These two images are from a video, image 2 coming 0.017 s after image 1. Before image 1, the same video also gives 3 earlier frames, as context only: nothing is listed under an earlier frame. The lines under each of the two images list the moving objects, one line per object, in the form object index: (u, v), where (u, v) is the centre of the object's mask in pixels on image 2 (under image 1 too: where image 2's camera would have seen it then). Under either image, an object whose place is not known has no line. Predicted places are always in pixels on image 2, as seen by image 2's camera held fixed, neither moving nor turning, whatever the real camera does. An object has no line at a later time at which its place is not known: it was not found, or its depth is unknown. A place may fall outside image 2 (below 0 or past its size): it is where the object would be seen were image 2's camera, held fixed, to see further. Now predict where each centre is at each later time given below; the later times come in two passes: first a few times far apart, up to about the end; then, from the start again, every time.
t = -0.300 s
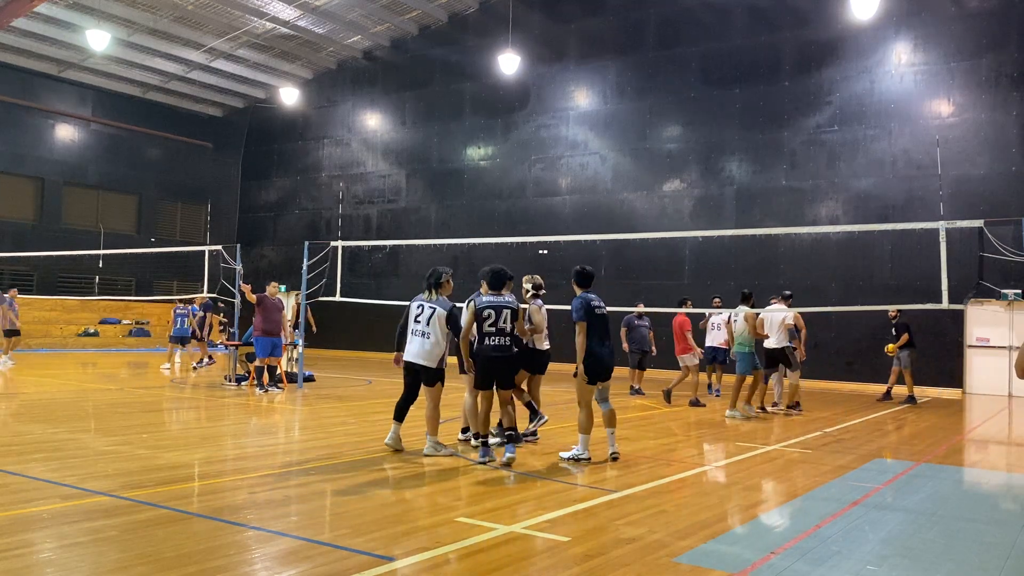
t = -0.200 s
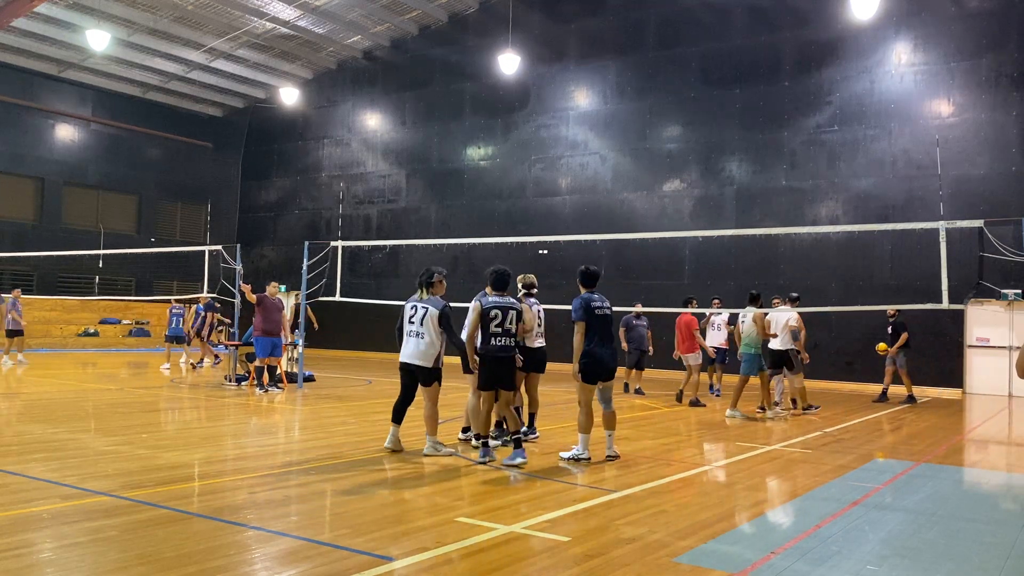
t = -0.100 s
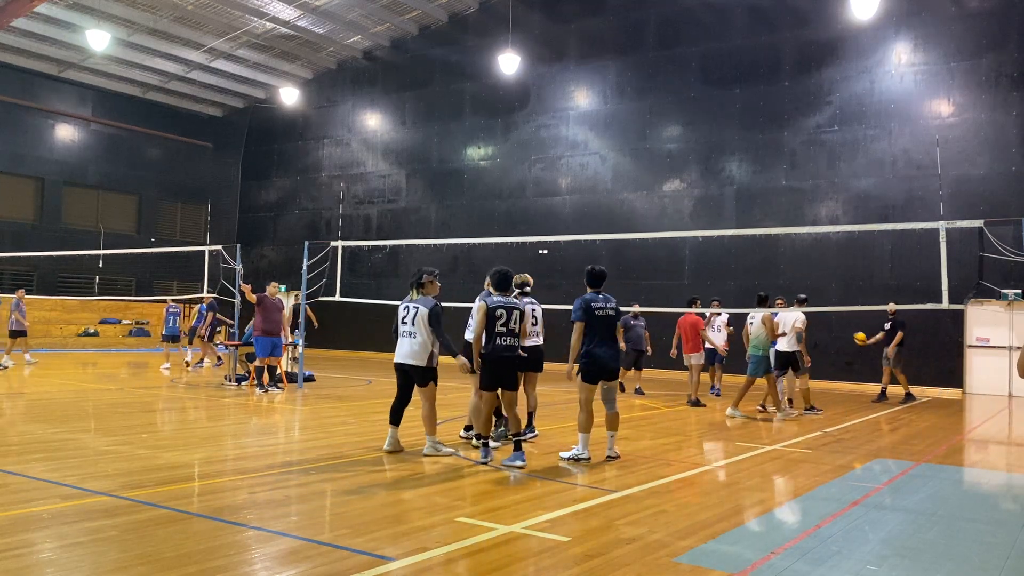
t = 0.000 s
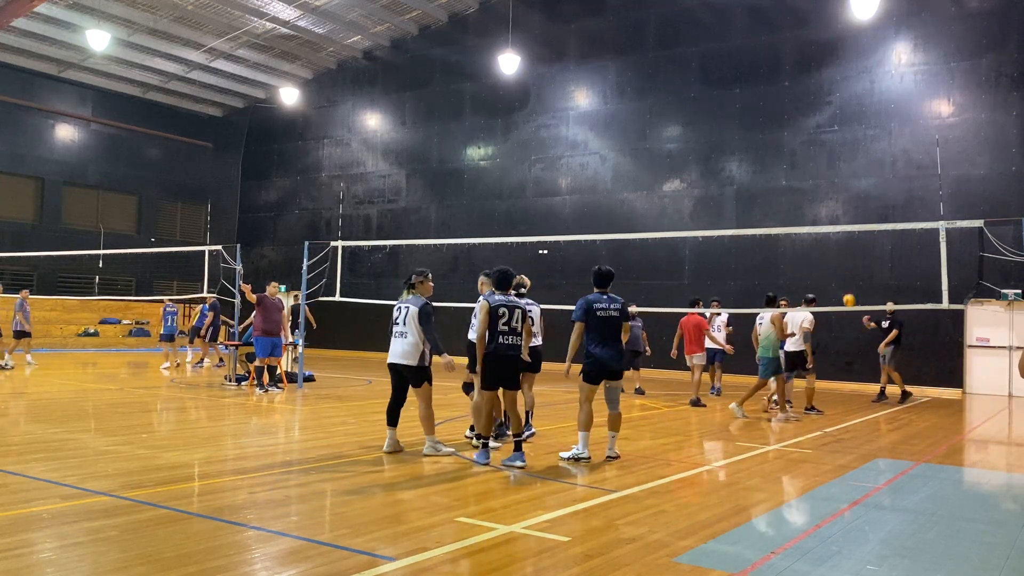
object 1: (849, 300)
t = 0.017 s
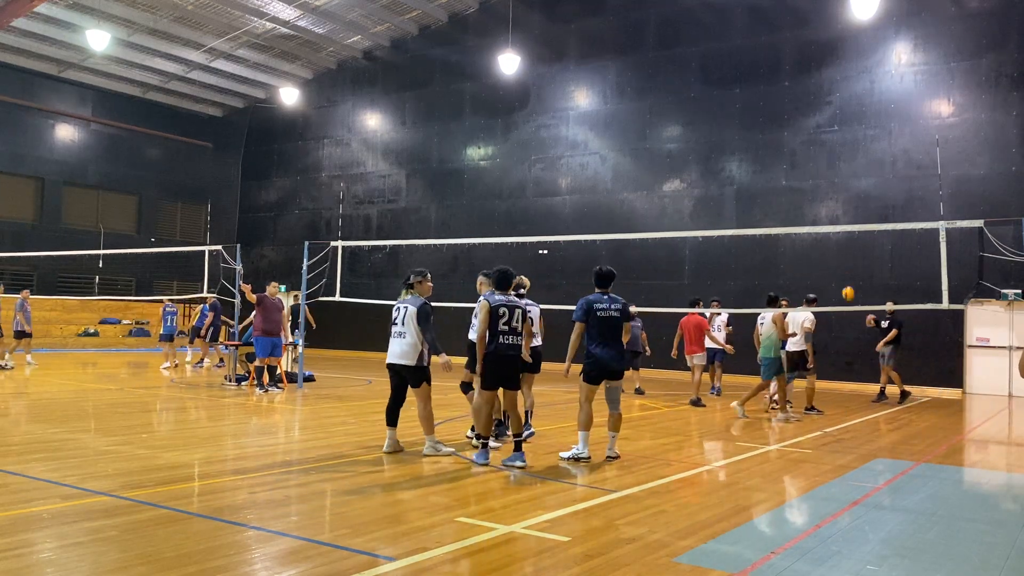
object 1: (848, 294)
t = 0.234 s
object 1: (838, 211)
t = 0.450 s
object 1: (824, 143)
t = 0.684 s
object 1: (804, 95)
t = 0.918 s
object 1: (780, 80)
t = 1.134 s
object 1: (752, 106)
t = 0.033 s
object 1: (847, 287)
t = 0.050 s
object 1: (847, 280)
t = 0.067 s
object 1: (846, 273)
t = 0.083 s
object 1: (845, 267)
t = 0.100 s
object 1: (845, 260)
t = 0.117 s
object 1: (843, 254)
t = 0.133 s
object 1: (843, 248)
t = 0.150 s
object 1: (842, 241)
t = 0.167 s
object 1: (841, 236)
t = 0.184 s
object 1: (840, 234)
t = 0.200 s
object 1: (839, 220)
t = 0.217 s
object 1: (839, 217)
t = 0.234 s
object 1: (838, 211)
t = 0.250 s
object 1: (837, 205)
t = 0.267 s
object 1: (836, 198)
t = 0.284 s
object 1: (835, 193)
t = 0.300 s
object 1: (834, 188)
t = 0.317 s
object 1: (833, 182)
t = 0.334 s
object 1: (832, 177)
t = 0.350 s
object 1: (830, 172)
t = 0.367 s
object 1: (829, 167)
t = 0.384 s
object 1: (829, 162)
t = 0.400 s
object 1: (827, 157)
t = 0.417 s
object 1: (826, 152)
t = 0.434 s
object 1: (825, 148)
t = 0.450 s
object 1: (824, 143)
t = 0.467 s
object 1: (823, 139)
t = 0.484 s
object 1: (822, 135)
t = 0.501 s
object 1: (820, 130)
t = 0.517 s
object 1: (819, 126)
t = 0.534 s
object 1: (818, 123)
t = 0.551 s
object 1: (816, 119)
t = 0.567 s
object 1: (815, 115)
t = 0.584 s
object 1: (813, 112)
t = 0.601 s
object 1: (812, 108)
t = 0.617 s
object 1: (810, 105)
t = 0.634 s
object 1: (809, 103)
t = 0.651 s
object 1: (807, 100)
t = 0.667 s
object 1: (806, 97)
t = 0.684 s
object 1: (804, 95)
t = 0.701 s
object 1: (802, 92)
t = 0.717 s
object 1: (801, 90)
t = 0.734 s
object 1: (799, 88)
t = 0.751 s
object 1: (798, 87)
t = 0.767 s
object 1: (796, 85)
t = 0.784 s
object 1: (795, 84)
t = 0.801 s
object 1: (793, 83)
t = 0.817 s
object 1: (791, 81)
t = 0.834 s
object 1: (789, 80)
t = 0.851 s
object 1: (787, 80)
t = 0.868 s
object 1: (785, 80)
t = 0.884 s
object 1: (784, 80)
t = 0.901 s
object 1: (782, 80)
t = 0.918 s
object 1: (780, 80)
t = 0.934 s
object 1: (778, 80)
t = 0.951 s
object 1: (776, 81)
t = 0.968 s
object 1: (774, 82)
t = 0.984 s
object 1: (772, 83)
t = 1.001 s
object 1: (770, 85)
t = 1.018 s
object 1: (768, 86)
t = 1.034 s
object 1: (765, 88)
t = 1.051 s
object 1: (763, 90)
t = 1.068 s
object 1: (761, 93)
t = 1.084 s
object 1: (759, 96)
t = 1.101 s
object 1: (756, 99)
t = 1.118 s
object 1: (754, 102)
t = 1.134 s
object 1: (752, 106)
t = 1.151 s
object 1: (749, 110)
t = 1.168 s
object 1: (747, 113)
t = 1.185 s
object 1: (744, 118)
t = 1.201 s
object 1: (741, 123)
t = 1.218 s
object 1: (739, 128)
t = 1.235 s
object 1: (736, 133)
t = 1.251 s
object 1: (733, 139)
